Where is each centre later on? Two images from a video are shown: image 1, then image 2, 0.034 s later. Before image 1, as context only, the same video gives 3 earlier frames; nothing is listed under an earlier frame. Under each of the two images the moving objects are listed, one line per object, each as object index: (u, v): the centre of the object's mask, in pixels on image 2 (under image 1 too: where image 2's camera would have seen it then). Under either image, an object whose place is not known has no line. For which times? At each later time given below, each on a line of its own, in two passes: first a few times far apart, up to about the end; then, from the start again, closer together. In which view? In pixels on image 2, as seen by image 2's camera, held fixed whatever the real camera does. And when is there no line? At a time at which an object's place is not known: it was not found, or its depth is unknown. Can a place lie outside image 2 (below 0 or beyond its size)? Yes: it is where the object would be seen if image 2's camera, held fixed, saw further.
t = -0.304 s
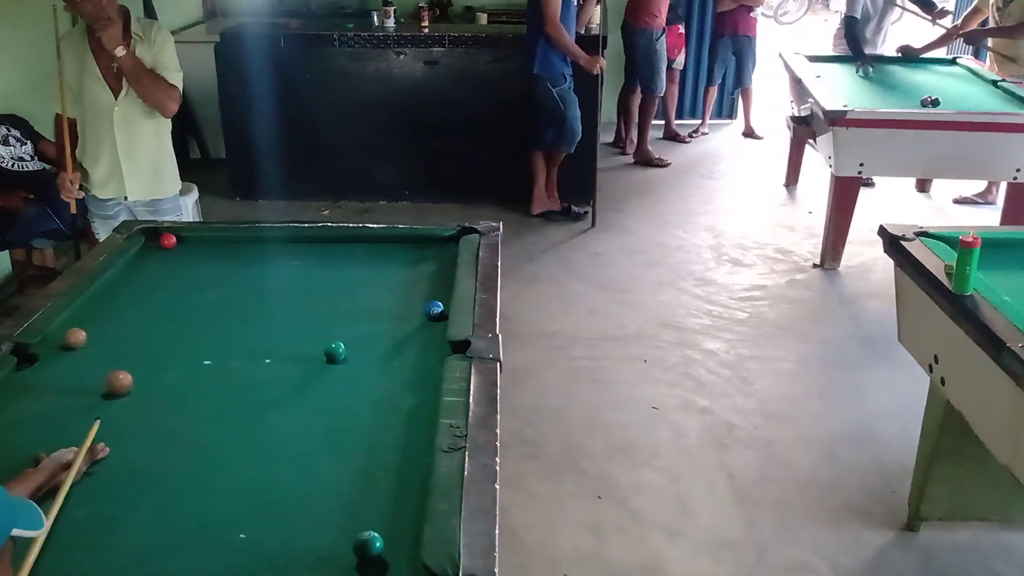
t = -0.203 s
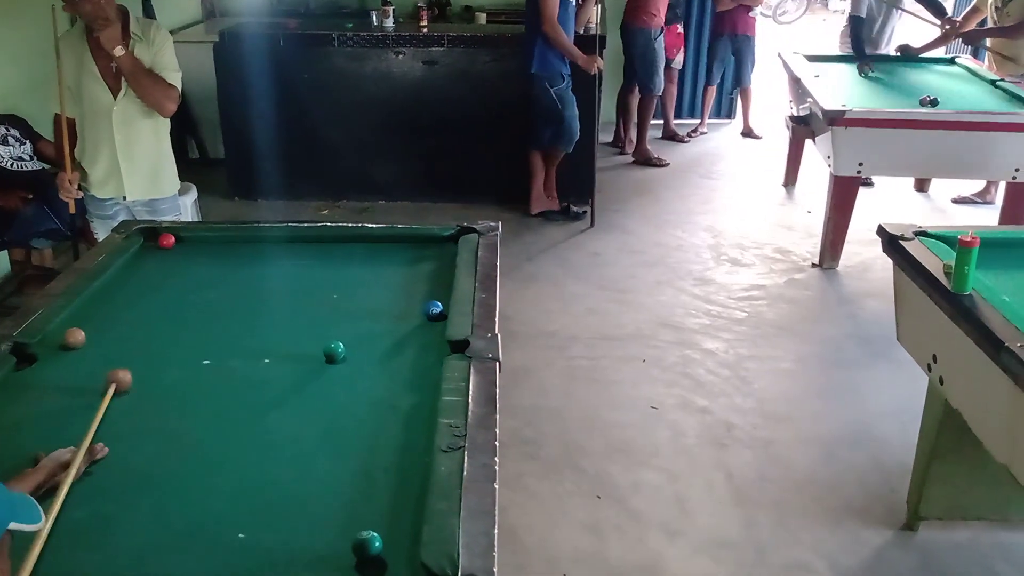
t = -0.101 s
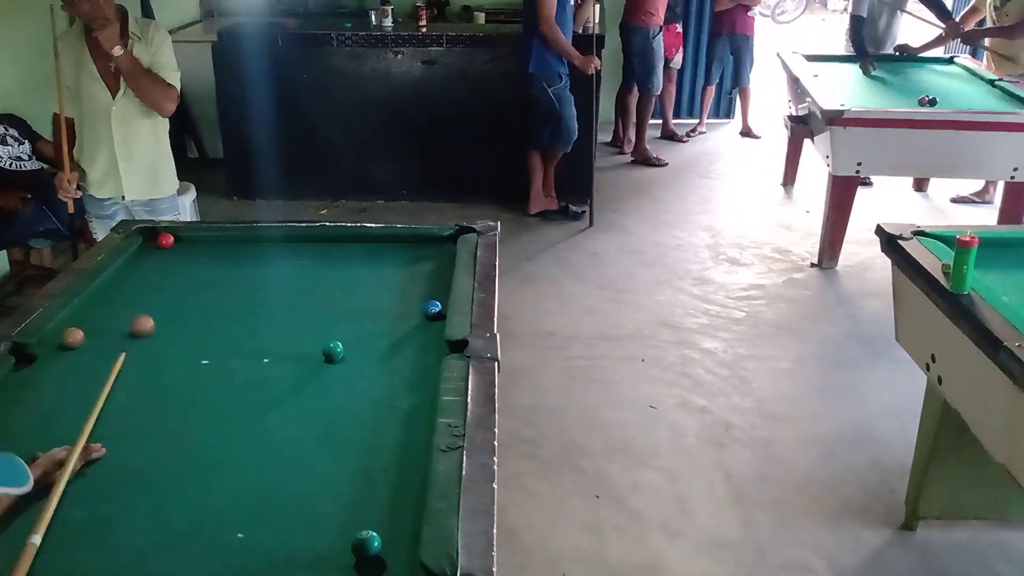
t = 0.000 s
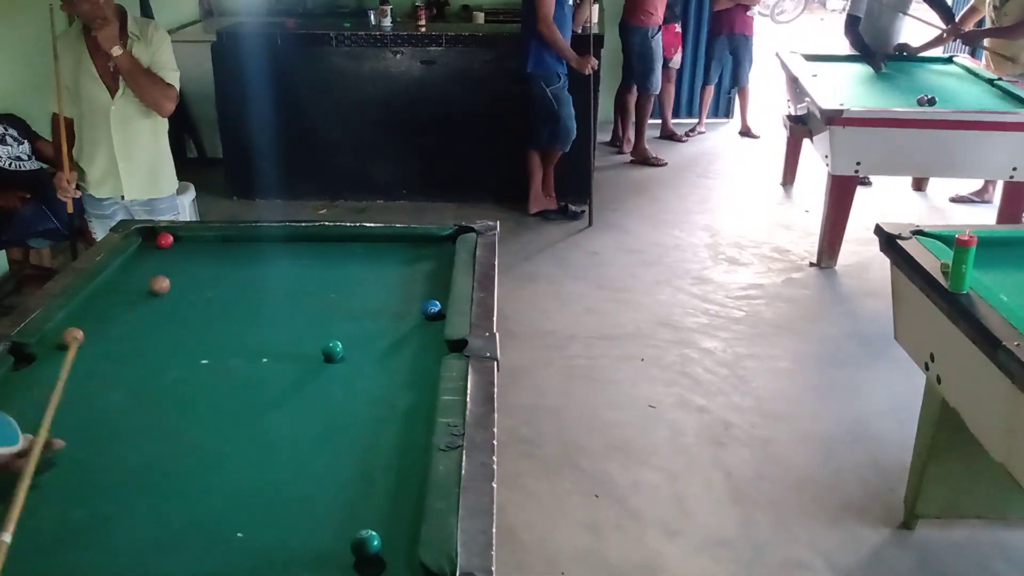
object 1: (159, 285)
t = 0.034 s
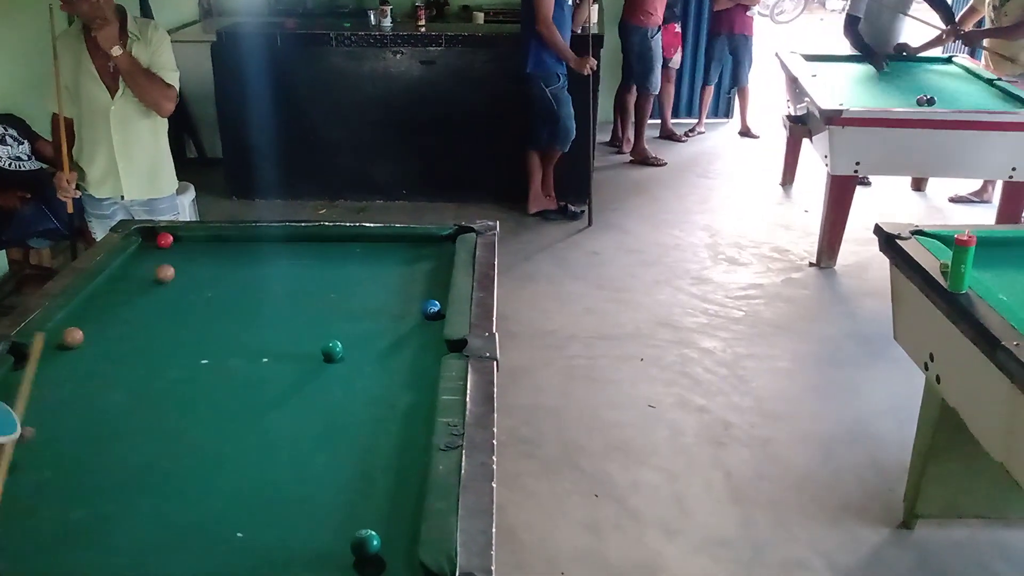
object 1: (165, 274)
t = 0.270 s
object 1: (193, 256)
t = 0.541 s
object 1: (196, 300)
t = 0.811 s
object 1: (197, 350)
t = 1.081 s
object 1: (200, 410)
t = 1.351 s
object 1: (204, 486)
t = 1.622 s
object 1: (213, 564)
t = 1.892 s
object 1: (267, 498)
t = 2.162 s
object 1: (308, 445)
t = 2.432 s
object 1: (341, 403)
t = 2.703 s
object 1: (367, 367)
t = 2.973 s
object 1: (390, 337)
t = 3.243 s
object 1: (408, 311)
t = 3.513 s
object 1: (424, 289)
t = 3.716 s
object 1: (435, 275)
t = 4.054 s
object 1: (444, 255)
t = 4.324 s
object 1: (440, 242)
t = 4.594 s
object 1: (443, 242)
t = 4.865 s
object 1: (446, 248)
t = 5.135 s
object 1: (440, 252)
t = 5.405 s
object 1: (434, 256)
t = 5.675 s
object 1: (429, 260)
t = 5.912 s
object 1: (425, 262)
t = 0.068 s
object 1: (169, 262)
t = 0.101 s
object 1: (173, 253)
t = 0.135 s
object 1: (178, 242)
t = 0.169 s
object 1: (188, 237)
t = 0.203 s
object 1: (190, 241)
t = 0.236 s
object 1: (191, 248)
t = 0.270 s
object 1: (193, 256)
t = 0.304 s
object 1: (194, 262)
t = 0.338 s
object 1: (194, 267)
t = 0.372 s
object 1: (195, 273)
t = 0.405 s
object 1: (194, 279)
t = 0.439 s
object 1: (195, 283)
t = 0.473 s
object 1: (196, 289)
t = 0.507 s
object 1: (195, 294)
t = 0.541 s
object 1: (196, 300)
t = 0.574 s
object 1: (195, 306)
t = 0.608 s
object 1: (196, 312)
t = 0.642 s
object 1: (196, 318)
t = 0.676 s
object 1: (196, 324)
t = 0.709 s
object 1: (196, 330)
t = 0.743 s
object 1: (197, 336)
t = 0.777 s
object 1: (197, 343)
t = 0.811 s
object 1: (197, 350)
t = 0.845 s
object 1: (197, 357)
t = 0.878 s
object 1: (198, 363)
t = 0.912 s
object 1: (198, 370)
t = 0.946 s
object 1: (199, 378)
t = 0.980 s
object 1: (199, 385)
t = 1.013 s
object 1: (200, 393)
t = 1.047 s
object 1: (200, 401)
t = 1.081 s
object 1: (200, 410)
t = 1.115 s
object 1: (201, 418)
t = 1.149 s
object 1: (201, 427)
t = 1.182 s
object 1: (202, 436)
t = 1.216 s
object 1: (202, 445)
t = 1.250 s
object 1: (202, 455)
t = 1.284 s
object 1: (203, 465)
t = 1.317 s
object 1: (204, 476)
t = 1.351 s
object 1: (204, 486)
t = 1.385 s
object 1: (204, 496)
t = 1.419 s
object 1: (205, 508)
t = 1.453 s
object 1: (205, 519)
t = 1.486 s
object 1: (206, 532)
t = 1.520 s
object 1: (206, 544)
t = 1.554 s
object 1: (207, 556)
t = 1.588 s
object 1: (208, 566)
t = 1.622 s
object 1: (213, 564)
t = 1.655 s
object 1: (221, 556)
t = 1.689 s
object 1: (229, 547)
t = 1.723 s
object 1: (235, 538)
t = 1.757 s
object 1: (242, 530)
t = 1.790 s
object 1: (248, 521)
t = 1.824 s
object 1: (255, 514)
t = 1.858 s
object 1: (260, 506)
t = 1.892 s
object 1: (267, 498)
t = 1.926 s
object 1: (272, 491)
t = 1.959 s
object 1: (278, 484)
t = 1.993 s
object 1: (283, 477)
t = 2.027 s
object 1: (288, 471)
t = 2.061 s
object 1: (293, 464)
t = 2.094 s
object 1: (298, 458)
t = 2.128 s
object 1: (303, 452)
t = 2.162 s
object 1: (308, 445)
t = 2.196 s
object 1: (313, 439)
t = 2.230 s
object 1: (317, 434)
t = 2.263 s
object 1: (321, 428)
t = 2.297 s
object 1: (325, 423)
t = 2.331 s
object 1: (330, 417)
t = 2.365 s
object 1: (333, 412)
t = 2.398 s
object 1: (337, 407)
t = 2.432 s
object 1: (341, 403)
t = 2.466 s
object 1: (344, 398)
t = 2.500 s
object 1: (348, 393)
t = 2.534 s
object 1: (352, 389)
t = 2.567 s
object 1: (355, 384)
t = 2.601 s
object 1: (358, 380)
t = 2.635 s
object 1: (361, 376)
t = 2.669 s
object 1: (365, 371)
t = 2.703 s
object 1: (367, 367)
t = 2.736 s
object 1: (371, 363)
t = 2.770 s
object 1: (374, 359)
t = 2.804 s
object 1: (376, 355)
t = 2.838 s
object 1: (379, 351)
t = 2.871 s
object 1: (382, 347)
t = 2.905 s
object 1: (385, 344)
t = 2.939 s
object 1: (387, 340)
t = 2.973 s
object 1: (390, 337)
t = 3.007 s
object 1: (392, 333)
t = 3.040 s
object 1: (395, 330)
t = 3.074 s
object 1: (397, 327)
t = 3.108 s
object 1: (399, 323)
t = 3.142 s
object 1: (402, 321)
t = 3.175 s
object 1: (404, 318)
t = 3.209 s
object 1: (406, 315)
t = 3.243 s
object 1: (408, 311)
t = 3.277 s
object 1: (410, 308)
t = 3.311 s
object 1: (412, 306)
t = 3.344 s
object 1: (414, 303)
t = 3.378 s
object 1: (416, 300)
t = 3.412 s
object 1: (418, 297)
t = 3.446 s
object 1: (420, 294)
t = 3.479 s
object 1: (422, 291)
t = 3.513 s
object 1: (424, 289)
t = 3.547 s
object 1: (426, 287)
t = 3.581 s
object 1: (428, 285)
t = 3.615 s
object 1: (430, 282)
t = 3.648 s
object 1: (432, 280)
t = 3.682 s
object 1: (433, 277)
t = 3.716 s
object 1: (435, 275)
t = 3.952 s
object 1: (444, 260)
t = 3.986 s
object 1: (445, 258)
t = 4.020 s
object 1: (444, 257)
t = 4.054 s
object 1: (444, 255)
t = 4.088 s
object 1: (443, 253)
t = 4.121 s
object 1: (443, 251)
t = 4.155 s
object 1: (443, 249)
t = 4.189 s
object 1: (442, 248)
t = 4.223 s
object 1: (442, 247)
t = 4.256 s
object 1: (441, 245)
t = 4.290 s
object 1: (441, 243)
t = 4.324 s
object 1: (440, 242)
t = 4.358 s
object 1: (440, 241)
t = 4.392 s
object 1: (440, 239)
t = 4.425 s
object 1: (440, 238)
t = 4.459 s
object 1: (440, 238)
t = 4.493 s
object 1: (441, 239)
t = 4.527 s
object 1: (441, 239)
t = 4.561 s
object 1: (442, 240)
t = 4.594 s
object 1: (443, 242)
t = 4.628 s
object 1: (444, 243)
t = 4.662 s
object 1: (444, 243)
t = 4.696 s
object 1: (445, 244)
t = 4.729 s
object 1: (446, 245)
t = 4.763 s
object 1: (447, 246)
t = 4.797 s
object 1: (446, 246)
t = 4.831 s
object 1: (446, 247)
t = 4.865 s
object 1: (446, 248)
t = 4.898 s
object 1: (445, 249)
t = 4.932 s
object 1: (444, 249)
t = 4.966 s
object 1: (444, 250)
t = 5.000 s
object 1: (443, 250)
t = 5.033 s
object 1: (442, 251)
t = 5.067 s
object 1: (442, 251)
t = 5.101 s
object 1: (441, 252)
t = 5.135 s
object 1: (440, 252)
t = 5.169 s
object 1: (439, 253)
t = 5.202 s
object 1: (438, 253)
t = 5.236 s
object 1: (438, 254)
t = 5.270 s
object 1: (437, 254)
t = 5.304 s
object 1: (436, 255)
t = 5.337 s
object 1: (436, 255)
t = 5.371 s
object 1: (435, 256)
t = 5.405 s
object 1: (434, 256)
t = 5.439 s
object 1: (434, 257)
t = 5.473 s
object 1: (433, 258)
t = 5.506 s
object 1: (432, 258)
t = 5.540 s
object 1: (432, 258)
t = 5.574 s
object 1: (431, 259)
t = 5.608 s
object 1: (431, 259)
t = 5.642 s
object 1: (430, 260)
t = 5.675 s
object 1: (429, 260)
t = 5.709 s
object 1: (429, 260)
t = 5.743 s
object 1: (428, 260)
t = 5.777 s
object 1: (427, 261)
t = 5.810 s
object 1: (427, 261)
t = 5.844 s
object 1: (426, 262)
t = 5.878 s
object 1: (426, 261)
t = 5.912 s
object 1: (425, 262)
